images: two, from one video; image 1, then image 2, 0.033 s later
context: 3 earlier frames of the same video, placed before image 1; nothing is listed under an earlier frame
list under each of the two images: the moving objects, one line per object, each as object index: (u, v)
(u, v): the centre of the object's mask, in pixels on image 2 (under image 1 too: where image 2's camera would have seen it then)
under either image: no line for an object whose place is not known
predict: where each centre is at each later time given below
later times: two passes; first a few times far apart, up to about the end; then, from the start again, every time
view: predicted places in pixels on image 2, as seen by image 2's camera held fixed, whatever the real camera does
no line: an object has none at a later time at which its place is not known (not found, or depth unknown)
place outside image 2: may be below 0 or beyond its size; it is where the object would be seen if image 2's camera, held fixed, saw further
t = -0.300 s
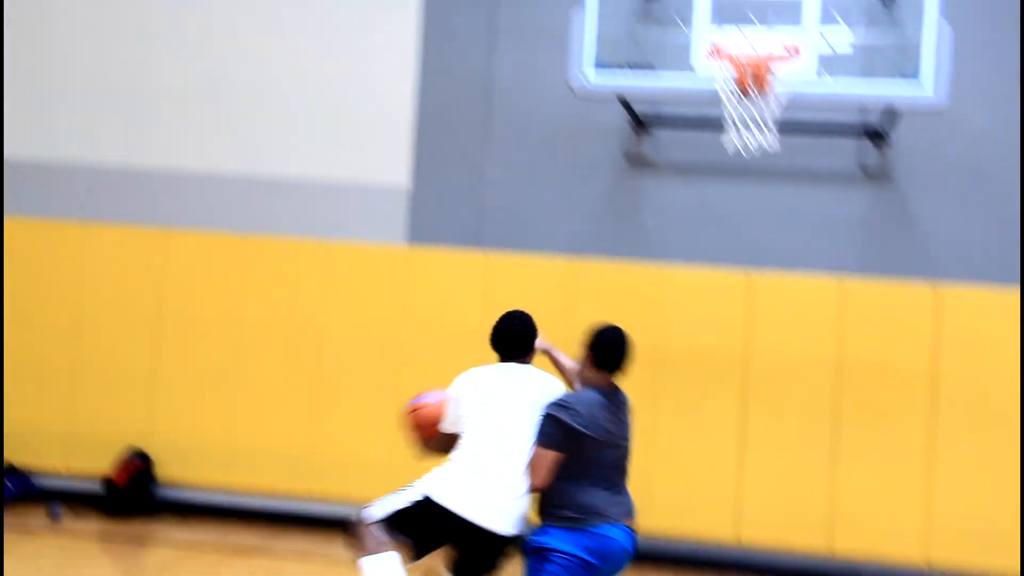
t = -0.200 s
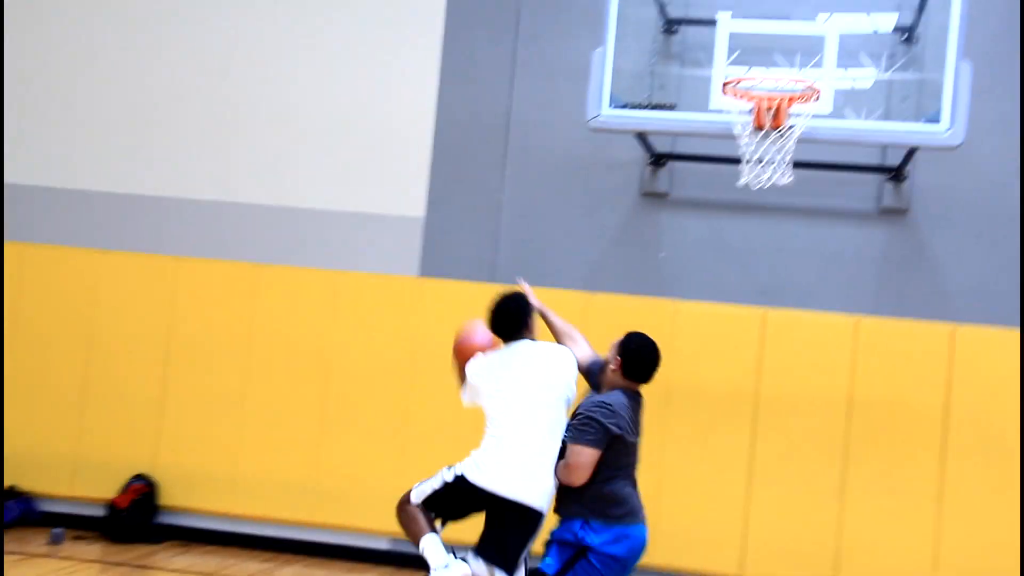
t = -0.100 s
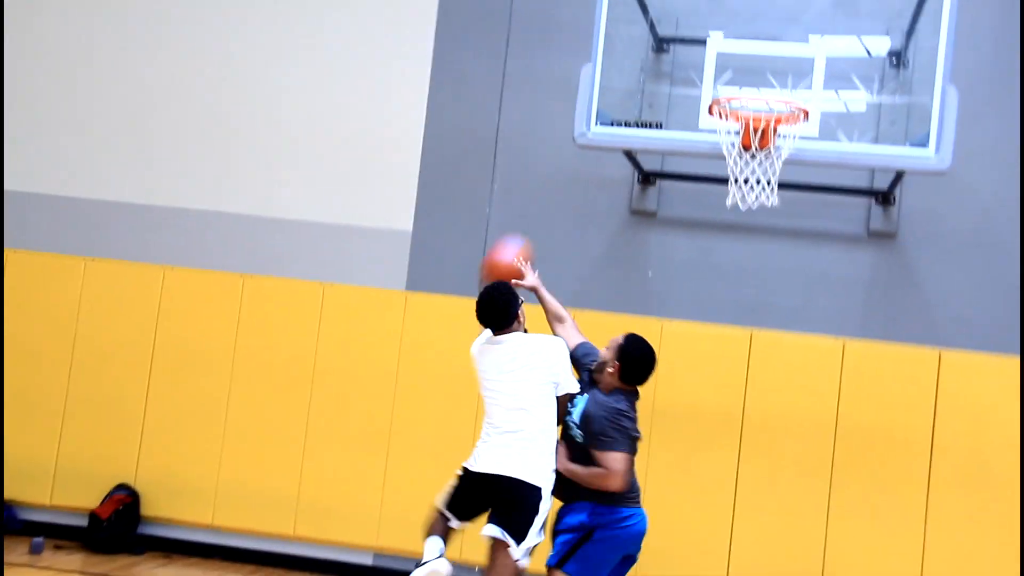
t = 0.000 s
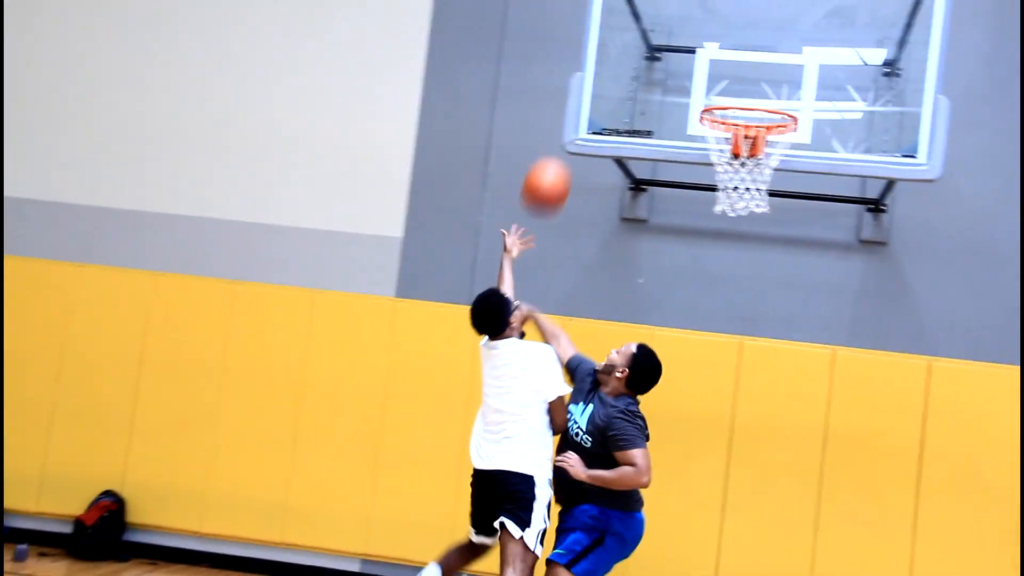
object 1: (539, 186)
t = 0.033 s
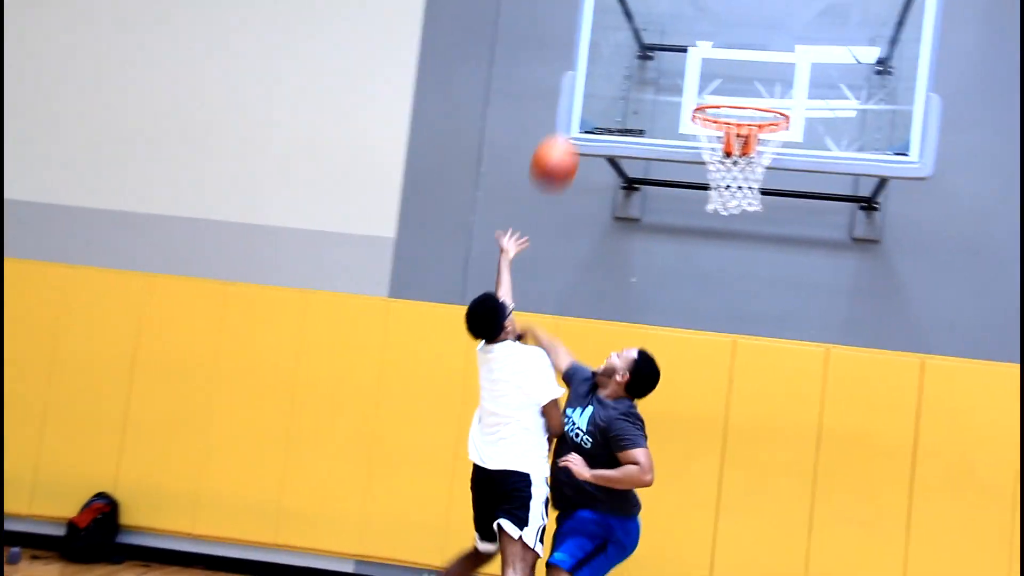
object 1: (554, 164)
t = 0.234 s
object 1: (646, 67)
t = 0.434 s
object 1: (727, 48)
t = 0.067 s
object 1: (571, 141)
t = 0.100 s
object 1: (588, 119)
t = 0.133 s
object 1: (603, 104)
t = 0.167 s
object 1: (617, 88)
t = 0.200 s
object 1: (632, 76)
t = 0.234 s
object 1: (646, 67)
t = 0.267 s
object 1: (659, 58)
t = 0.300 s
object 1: (673, 51)
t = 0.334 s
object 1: (688, 47)
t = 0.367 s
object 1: (703, 45)
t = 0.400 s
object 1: (716, 46)
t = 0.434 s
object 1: (727, 48)
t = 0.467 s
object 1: (740, 52)
